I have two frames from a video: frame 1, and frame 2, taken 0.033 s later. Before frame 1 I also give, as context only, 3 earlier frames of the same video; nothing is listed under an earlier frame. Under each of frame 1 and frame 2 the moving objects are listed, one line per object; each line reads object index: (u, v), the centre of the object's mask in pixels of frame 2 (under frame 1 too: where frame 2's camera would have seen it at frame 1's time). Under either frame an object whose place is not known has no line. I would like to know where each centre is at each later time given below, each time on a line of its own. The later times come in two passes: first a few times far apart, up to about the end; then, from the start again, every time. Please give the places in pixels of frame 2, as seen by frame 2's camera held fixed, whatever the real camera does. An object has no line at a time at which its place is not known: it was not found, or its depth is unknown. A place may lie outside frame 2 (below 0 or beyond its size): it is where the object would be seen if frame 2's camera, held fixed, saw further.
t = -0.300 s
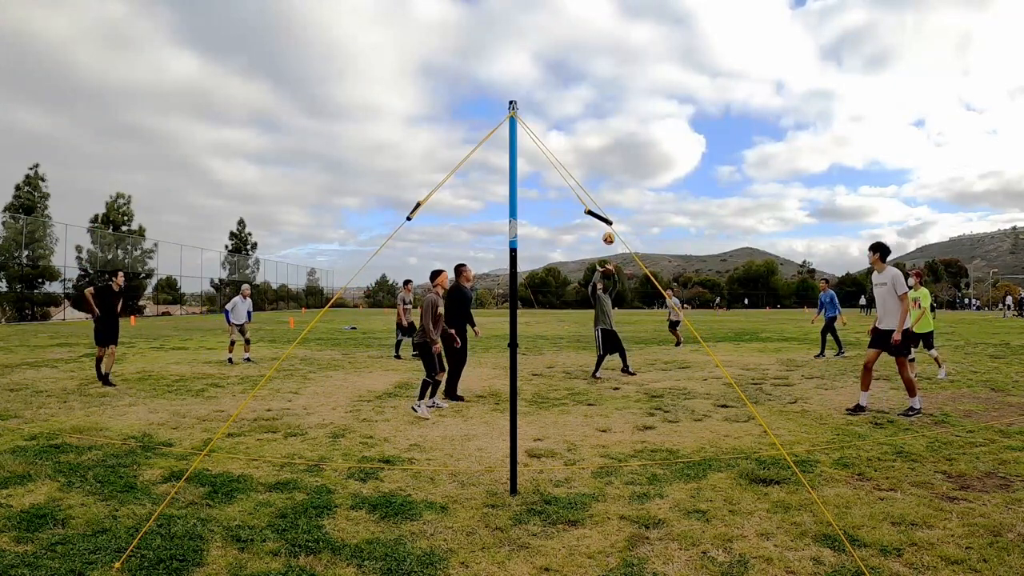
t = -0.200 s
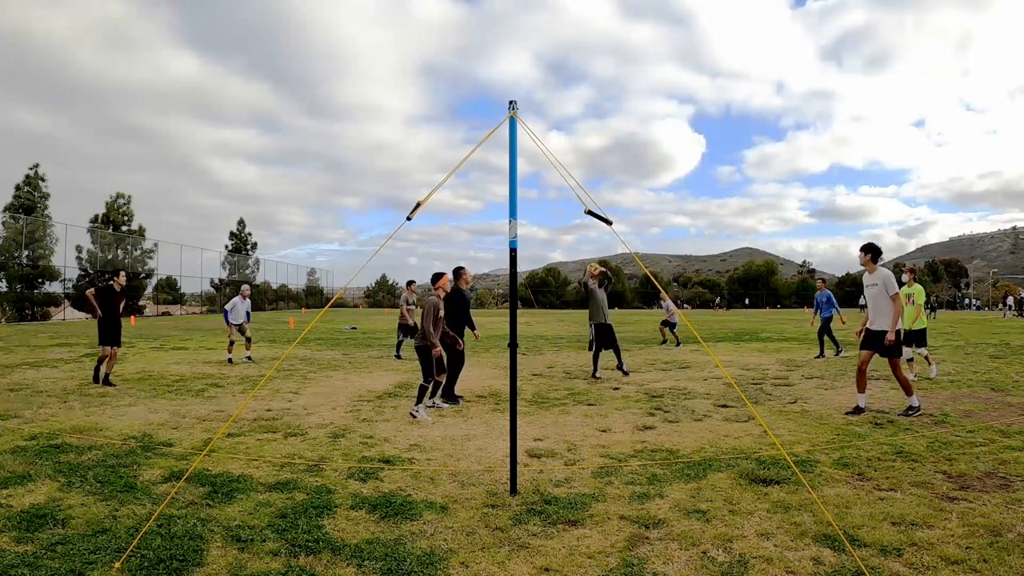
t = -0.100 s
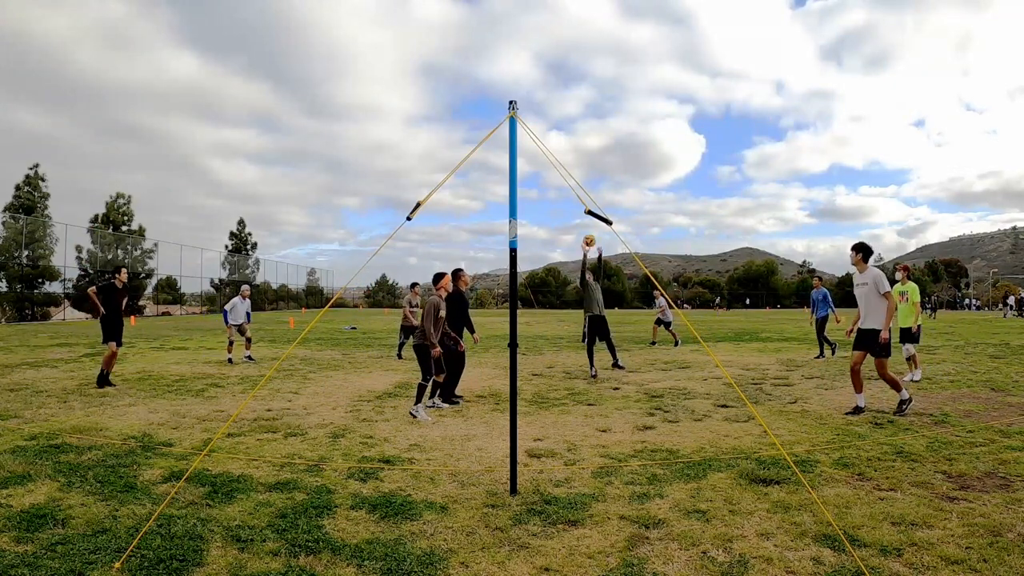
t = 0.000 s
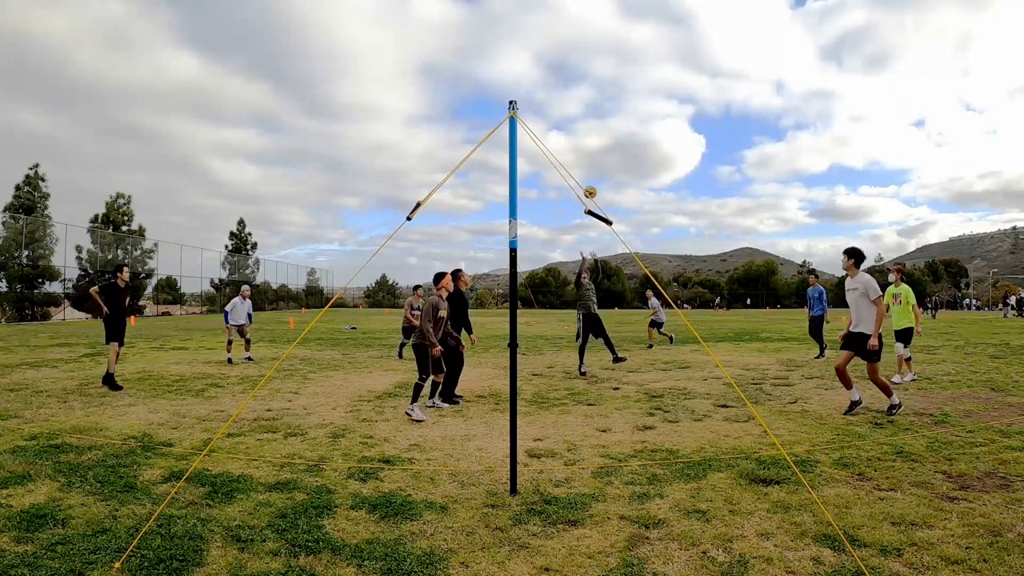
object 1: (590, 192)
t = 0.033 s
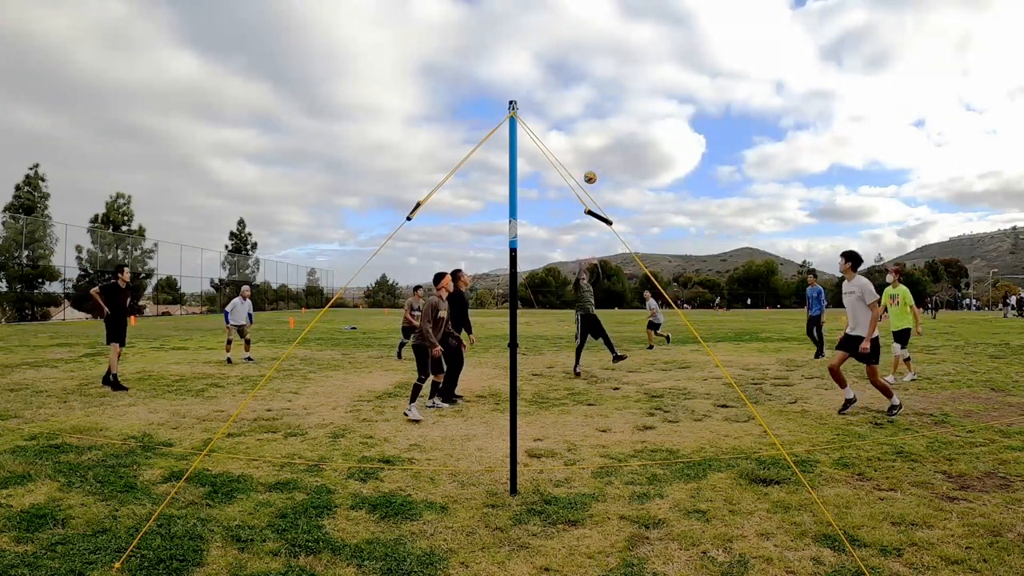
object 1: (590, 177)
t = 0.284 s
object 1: (590, 86)
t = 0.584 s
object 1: (591, 23)
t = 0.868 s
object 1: (592, 10)
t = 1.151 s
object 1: (595, 56)
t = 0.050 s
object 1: (590, 170)
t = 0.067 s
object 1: (590, 163)
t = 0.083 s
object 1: (590, 156)
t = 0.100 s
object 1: (590, 149)
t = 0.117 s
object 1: (590, 143)
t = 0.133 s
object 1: (590, 136)
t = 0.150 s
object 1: (590, 130)
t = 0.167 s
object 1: (590, 124)
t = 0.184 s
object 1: (590, 118)
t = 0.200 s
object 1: (590, 112)
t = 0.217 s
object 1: (590, 107)
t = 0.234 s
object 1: (590, 101)
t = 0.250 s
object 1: (590, 96)
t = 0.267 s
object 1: (590, 91)
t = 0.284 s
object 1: (590, 86)
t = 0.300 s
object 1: (590, 81)
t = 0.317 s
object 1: (590, 77)
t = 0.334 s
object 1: (590, 72)
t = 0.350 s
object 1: (590, 68)
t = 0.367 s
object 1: (590, 64)
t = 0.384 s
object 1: (590, 60)
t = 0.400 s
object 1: (590, 56)
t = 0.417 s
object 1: (591, 52)
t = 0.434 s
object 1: (590, 49)
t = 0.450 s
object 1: (591, 45)
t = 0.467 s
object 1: (590, 42)
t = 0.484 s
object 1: (590, 39)
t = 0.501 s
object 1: (590, 36)
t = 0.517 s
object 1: (590, 33)
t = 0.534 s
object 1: (591, 30)
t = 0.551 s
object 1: (591, 28)
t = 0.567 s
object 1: (591, 25)
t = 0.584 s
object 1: (591, 23)
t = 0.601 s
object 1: (591, 21)
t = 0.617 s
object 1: (591, 19)
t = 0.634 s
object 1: (591, 18)
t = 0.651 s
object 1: (591, 16)
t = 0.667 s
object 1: (591, 15)
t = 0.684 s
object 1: (591, 13)
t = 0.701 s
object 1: (591, 12)
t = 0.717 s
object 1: (591, 11)
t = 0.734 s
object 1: (591, 10)
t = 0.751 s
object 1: (591, 10)
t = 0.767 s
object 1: (591, 9)
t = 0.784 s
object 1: (591, 9)
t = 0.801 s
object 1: (592, 9)
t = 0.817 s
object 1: (592, 9)
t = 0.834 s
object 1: (592, 9)
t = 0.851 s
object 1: (592, 10)
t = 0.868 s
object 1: (592, 10)
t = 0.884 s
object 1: (592, 11)
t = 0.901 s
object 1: (592, 12)
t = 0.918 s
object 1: (592, 14)
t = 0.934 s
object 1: (593, 15)
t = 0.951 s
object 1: (593, 17)
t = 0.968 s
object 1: (593, 19)
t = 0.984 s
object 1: (593, 21)
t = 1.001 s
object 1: (593, 23)
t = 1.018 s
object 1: (593, 26)
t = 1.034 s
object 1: (594, 29)
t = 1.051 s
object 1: (594, 32)
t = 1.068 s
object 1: (594, 35)
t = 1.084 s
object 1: (594, 39)
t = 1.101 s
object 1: (594, 43)
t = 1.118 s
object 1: (595, 47)
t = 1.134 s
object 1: (595, 51)
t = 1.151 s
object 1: (595, 56)
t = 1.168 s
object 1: (595, 61)
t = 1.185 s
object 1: (595, 67)
